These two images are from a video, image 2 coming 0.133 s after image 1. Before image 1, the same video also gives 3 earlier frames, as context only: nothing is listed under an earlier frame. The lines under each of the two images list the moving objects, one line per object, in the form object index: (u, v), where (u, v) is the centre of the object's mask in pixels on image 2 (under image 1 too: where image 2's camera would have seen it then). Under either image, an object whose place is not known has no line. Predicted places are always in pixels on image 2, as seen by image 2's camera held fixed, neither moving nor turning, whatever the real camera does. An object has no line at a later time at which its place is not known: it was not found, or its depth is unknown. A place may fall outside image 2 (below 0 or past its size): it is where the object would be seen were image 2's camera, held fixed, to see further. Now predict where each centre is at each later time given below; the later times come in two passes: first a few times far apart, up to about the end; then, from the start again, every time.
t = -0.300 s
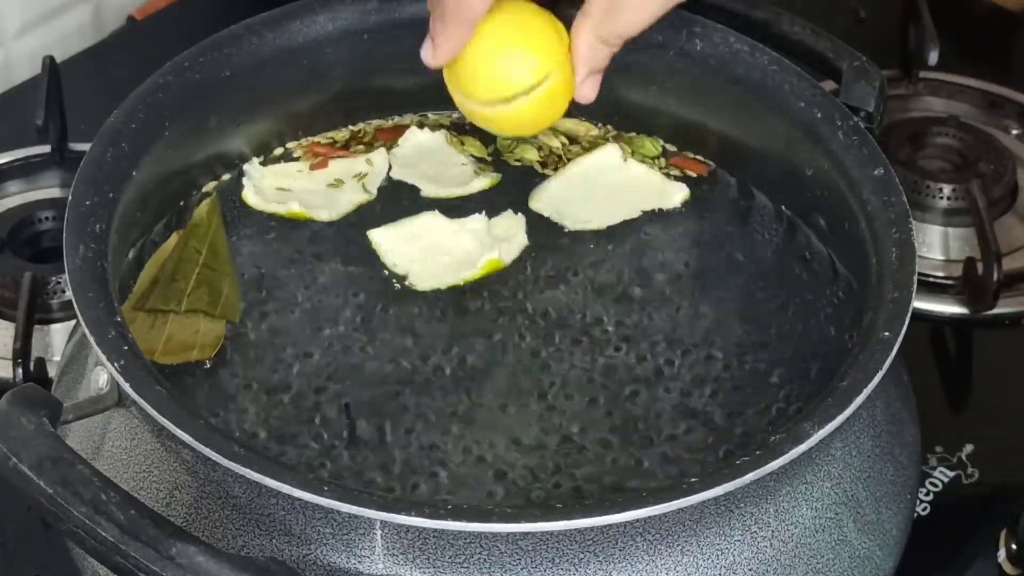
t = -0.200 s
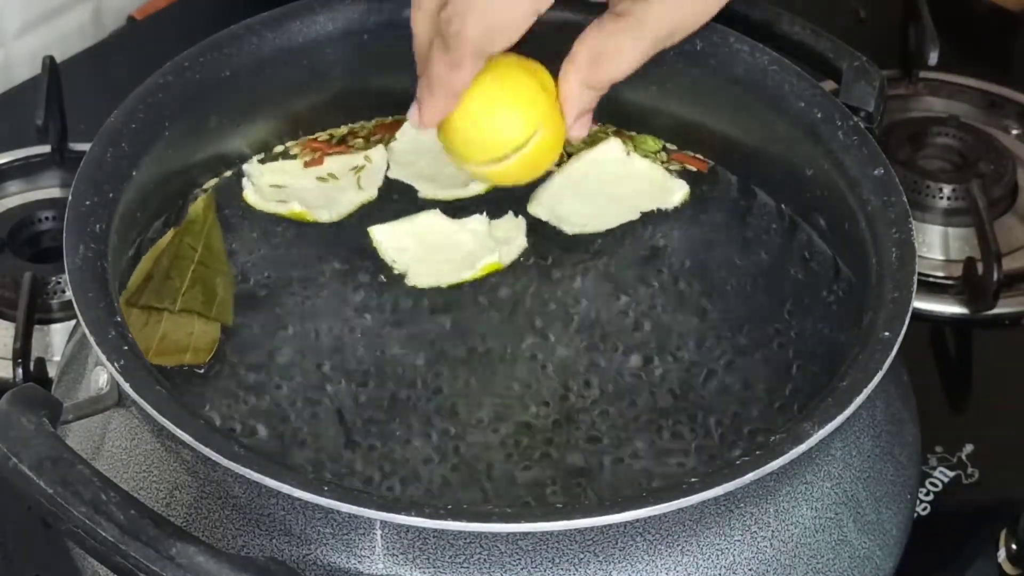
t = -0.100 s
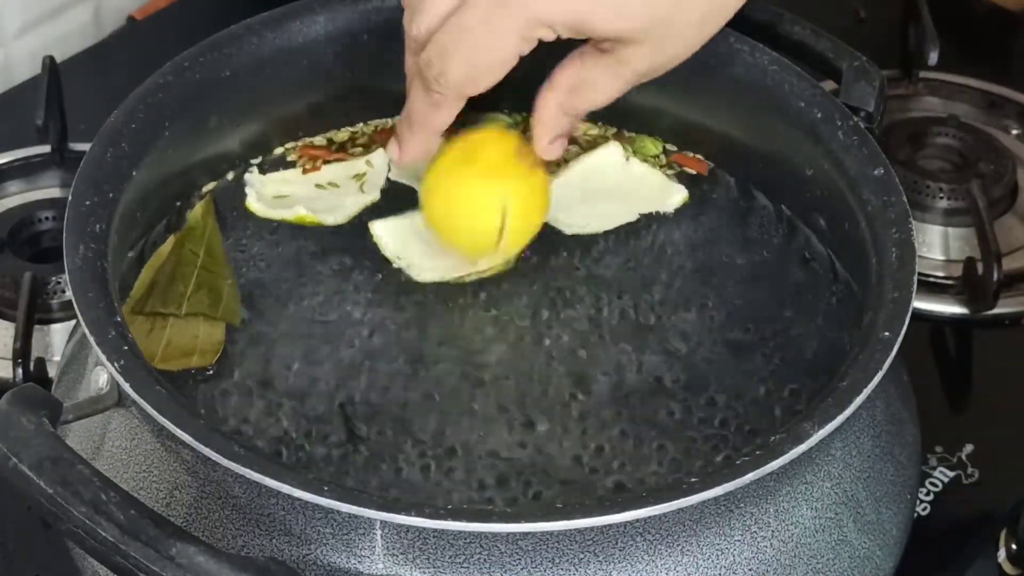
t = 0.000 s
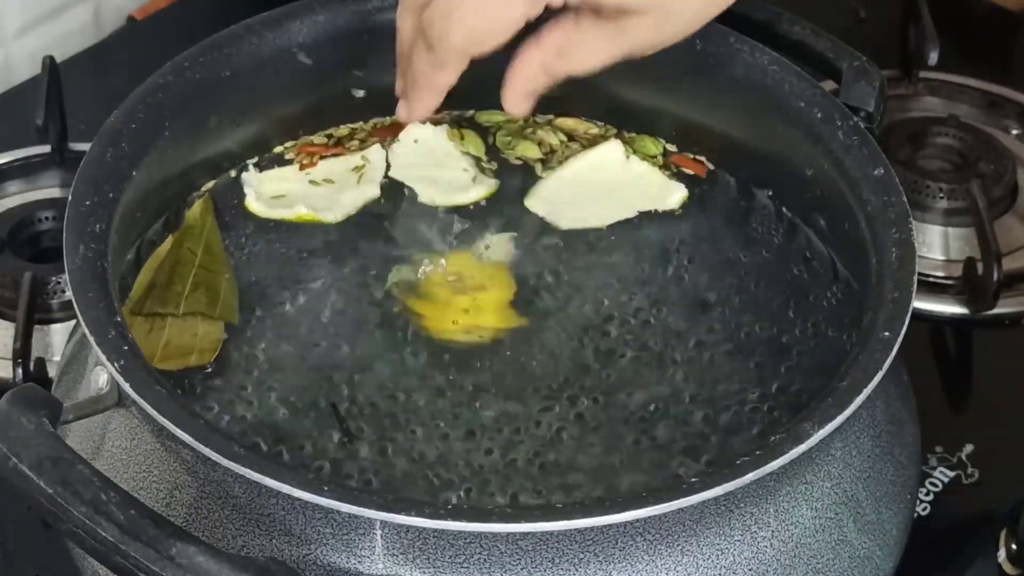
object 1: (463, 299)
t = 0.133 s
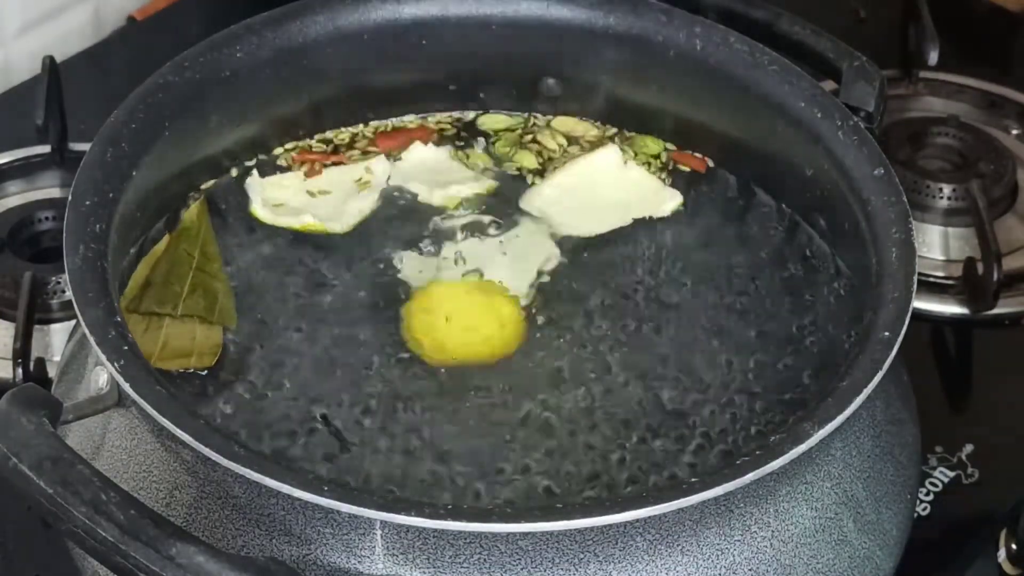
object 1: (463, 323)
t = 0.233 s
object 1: (468, 341)
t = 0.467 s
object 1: (472, 383)
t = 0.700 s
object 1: (477, 427)
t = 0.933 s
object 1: (489, 462)
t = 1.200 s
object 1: (501, 483)
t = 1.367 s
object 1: (509, 494)
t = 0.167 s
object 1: (464, 327)
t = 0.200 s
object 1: (466, 335)
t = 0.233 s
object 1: (468, 341)
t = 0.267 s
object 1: (469, 348)
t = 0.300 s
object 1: (470, 355)
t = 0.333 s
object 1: (471, 359)
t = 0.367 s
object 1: (471, 363)
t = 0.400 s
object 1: (470, 368)
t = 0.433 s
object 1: (470, 375)
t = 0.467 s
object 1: (472, 383)
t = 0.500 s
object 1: (474, 391)
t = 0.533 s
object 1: (474, 397)
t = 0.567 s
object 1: (475, 402)
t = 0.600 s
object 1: (474, 408)
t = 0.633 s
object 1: (473, 414)
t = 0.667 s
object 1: (475, 419)
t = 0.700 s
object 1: (477, 427)
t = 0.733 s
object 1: (478, 434)
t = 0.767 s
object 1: (479, 443)
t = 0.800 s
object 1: (480, 450)
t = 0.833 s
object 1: (483, 454)
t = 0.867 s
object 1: (487, 457)
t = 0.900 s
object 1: (488, 459)
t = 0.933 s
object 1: (489, 462)
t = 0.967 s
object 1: (491, 464)
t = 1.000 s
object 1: (491, 465)
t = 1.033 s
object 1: (492, 467)
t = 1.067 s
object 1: (494, 470)
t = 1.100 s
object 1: (495, 475)
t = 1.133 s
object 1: (497, 478)
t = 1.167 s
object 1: (499, 481)
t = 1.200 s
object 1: (501, 483)
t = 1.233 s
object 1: (502, 483)
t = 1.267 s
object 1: (502, 483)
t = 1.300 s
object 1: (505, 486)
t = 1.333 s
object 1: (507, 489)
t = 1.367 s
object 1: (509, 494)
